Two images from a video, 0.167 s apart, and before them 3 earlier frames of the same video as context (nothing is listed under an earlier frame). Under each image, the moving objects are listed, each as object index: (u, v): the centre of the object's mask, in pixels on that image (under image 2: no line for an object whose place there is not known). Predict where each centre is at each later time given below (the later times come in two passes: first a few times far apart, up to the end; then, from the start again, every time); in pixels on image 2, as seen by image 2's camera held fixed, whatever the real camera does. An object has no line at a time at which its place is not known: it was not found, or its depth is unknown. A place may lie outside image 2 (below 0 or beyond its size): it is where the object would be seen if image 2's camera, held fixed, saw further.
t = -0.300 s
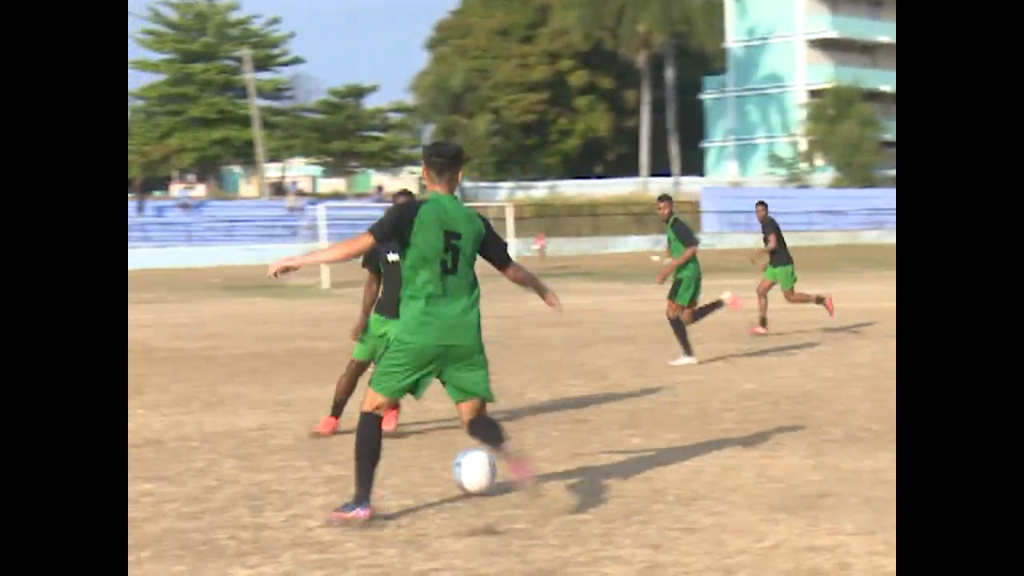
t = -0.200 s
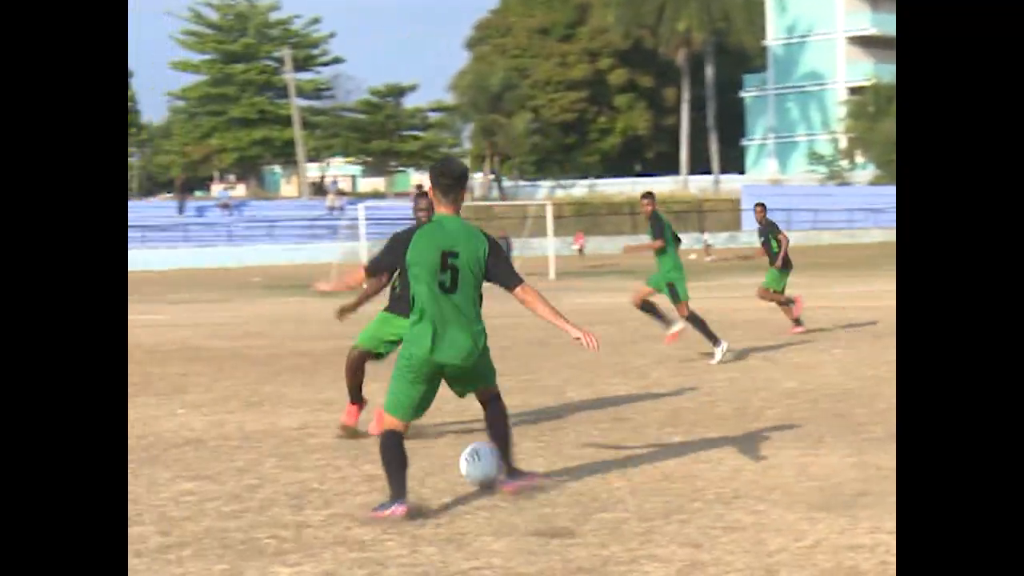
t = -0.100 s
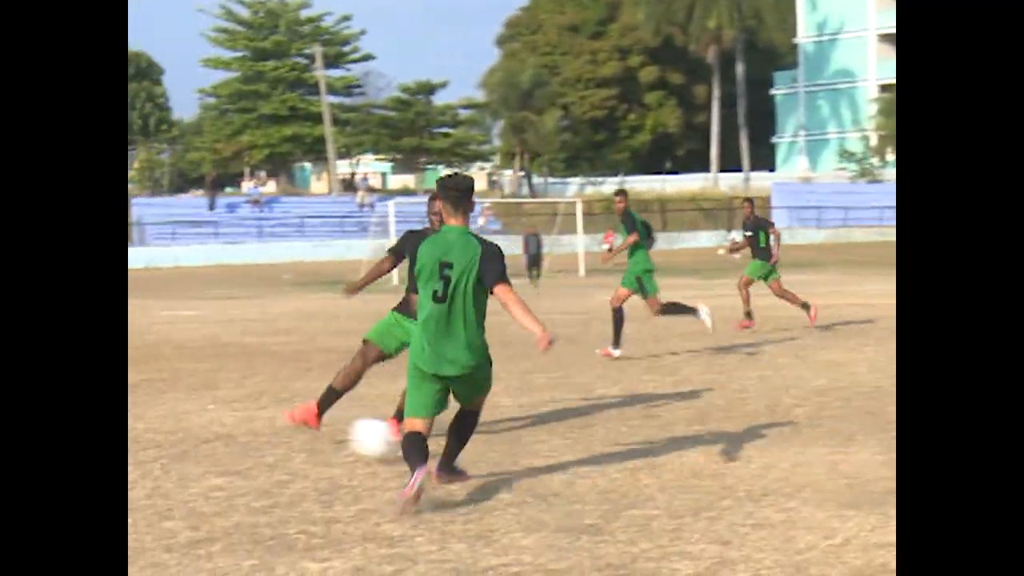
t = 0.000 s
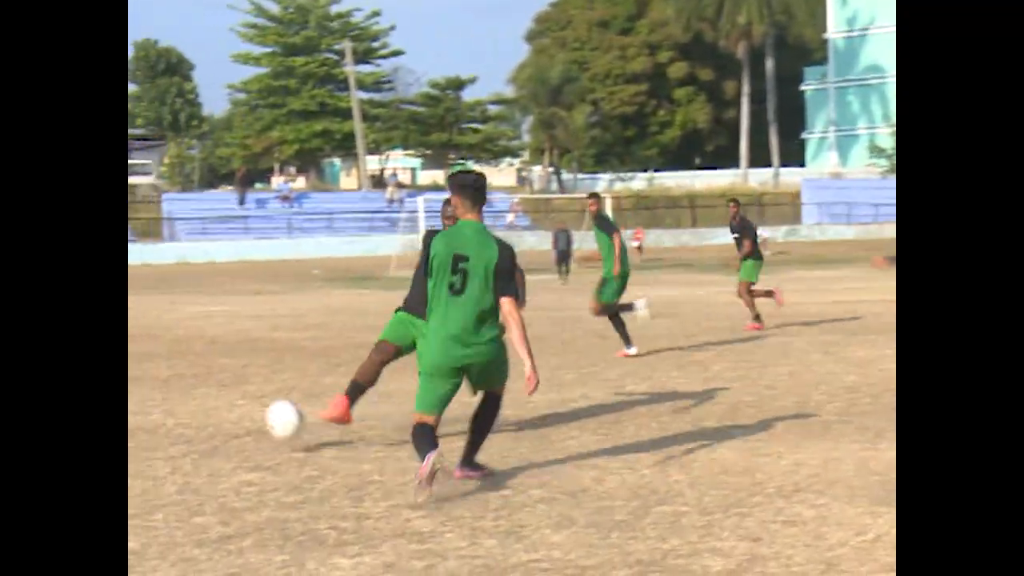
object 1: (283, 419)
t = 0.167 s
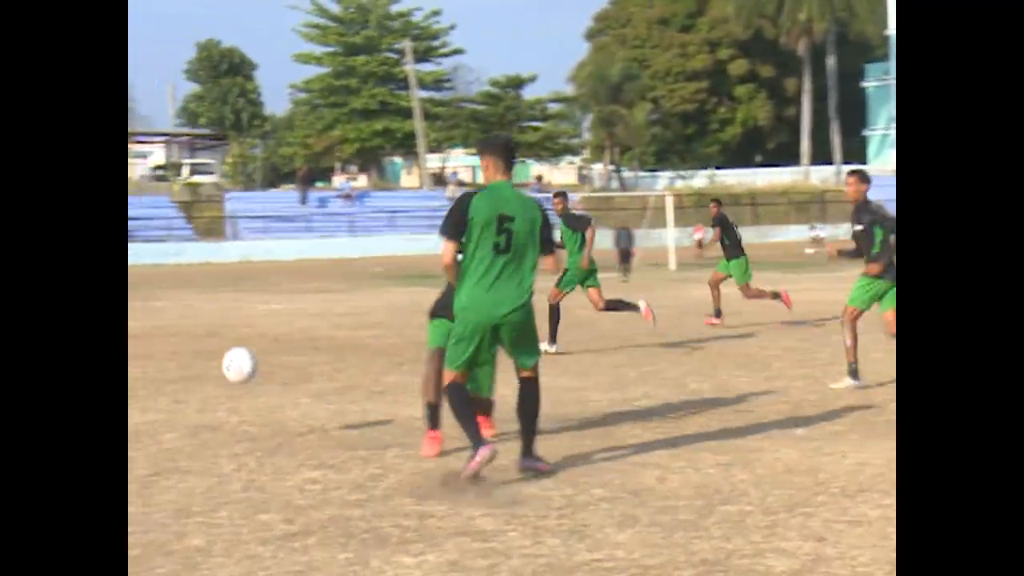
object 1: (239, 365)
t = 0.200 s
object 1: (220, 361)
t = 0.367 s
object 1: (125, 364)
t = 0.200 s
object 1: (220, 361)
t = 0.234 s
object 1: (200, 359)
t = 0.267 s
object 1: (181, 358)
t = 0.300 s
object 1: (162, 358)
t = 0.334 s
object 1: (144, 360)
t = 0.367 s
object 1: (125, 364)
